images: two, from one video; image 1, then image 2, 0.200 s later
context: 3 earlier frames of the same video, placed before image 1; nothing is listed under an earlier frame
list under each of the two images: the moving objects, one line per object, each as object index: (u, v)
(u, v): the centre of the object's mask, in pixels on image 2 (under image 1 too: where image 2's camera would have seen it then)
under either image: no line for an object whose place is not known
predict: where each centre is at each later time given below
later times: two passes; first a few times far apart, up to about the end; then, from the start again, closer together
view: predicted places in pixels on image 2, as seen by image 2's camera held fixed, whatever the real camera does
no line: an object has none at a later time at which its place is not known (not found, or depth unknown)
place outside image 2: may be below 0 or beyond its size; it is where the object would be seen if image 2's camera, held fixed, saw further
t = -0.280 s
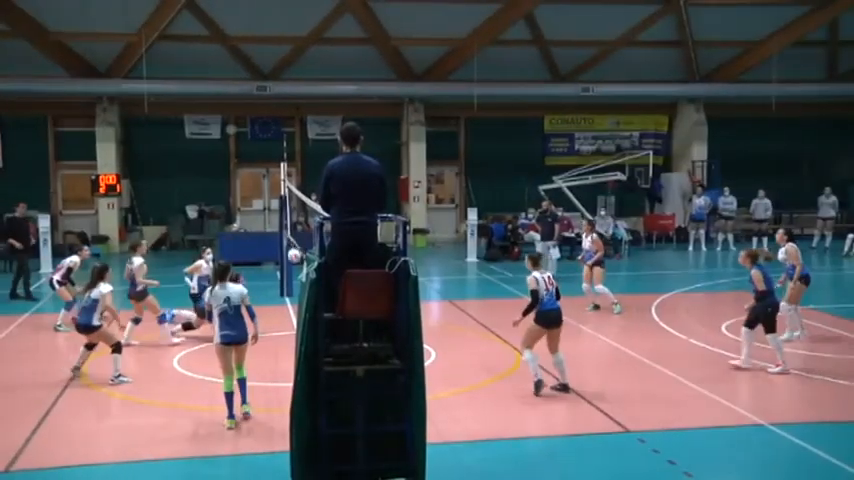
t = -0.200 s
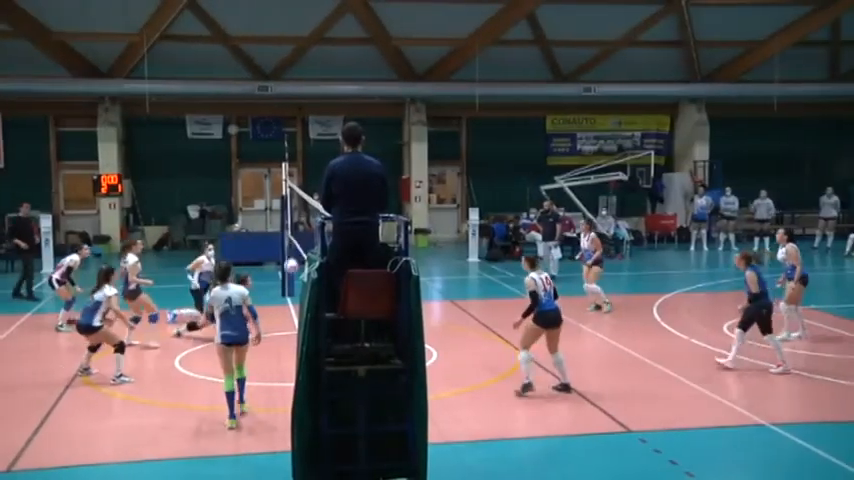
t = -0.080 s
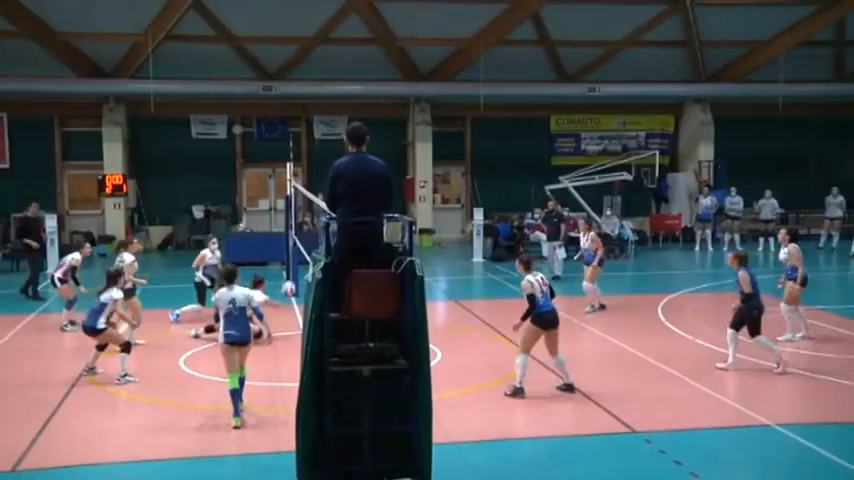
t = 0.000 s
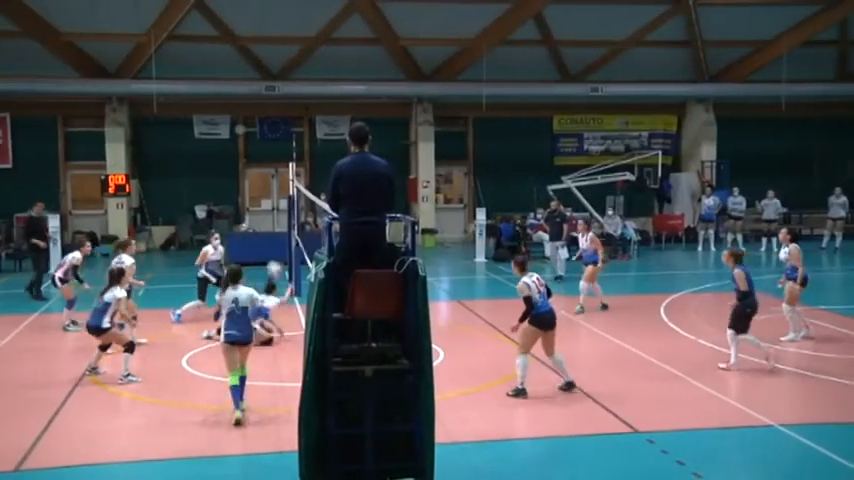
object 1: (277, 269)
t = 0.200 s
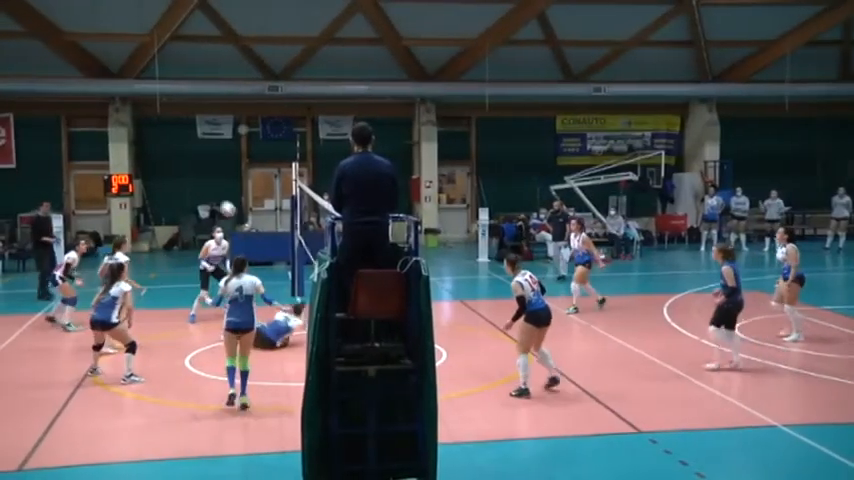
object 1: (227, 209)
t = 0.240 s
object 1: (218, 201)
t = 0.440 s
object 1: (173, 175)
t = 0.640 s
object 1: (133, 173)
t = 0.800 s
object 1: (102, 188)
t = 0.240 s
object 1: (218, 201)
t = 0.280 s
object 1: (209, 193)
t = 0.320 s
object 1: (200, 187)
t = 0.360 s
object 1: (191, 182)
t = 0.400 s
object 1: (182, 178)
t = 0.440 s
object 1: (173, 175)
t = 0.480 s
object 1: (165, 173)
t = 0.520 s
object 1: (157, 171)
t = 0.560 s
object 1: (148, 171)
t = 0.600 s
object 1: (140, 172)
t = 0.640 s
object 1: (133, 173)
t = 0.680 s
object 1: (126, 173)
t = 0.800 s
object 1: (102, 188)
